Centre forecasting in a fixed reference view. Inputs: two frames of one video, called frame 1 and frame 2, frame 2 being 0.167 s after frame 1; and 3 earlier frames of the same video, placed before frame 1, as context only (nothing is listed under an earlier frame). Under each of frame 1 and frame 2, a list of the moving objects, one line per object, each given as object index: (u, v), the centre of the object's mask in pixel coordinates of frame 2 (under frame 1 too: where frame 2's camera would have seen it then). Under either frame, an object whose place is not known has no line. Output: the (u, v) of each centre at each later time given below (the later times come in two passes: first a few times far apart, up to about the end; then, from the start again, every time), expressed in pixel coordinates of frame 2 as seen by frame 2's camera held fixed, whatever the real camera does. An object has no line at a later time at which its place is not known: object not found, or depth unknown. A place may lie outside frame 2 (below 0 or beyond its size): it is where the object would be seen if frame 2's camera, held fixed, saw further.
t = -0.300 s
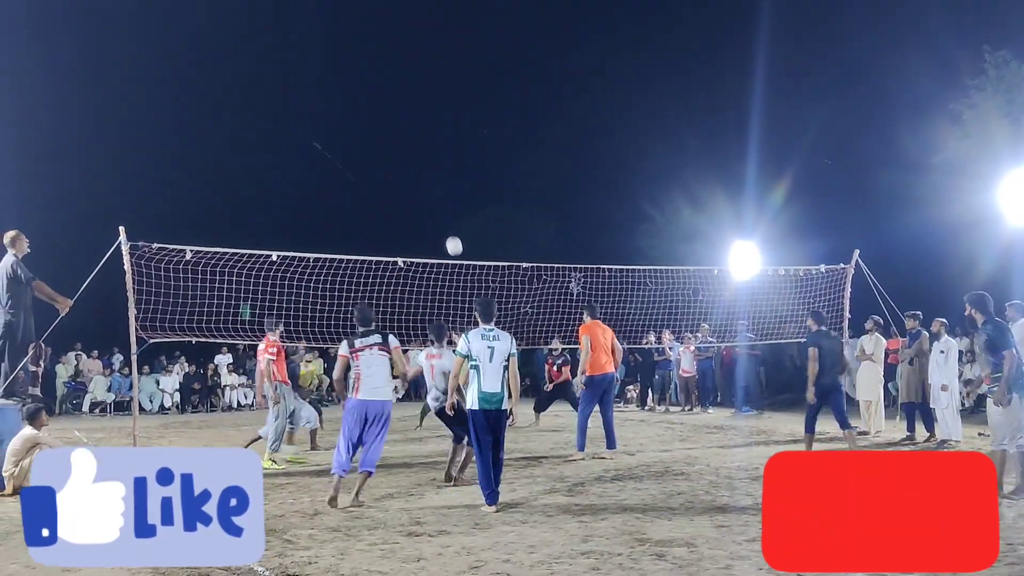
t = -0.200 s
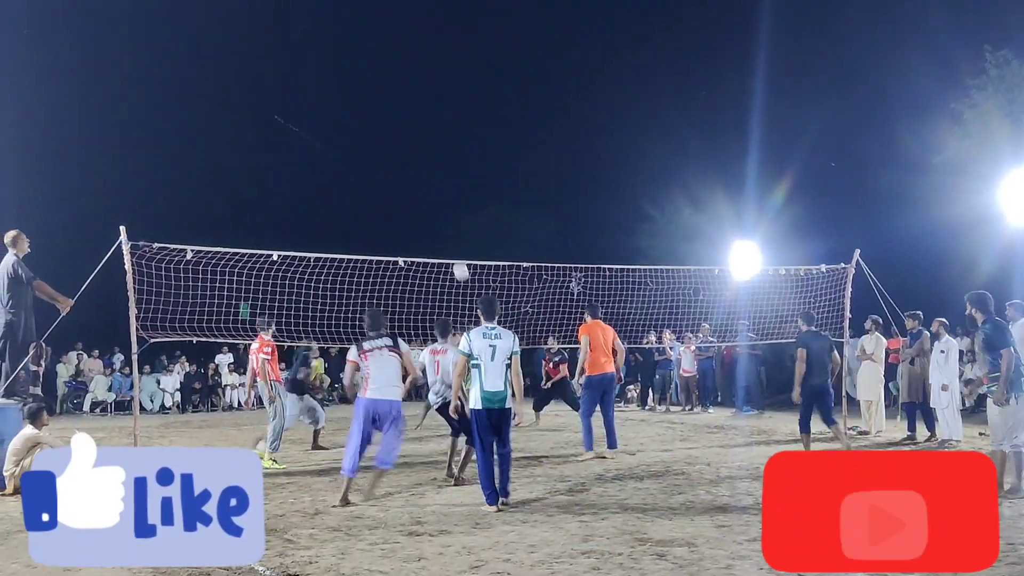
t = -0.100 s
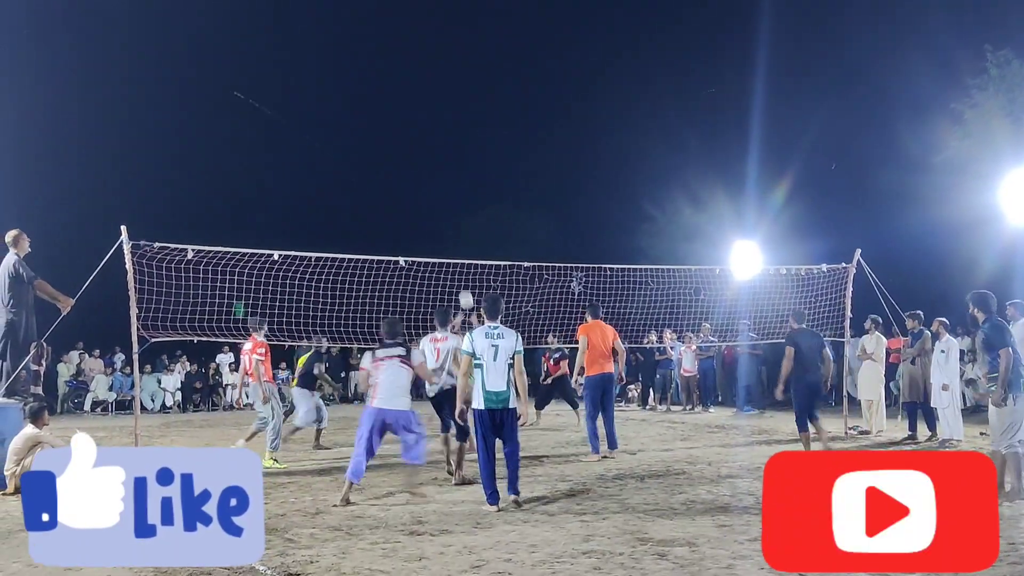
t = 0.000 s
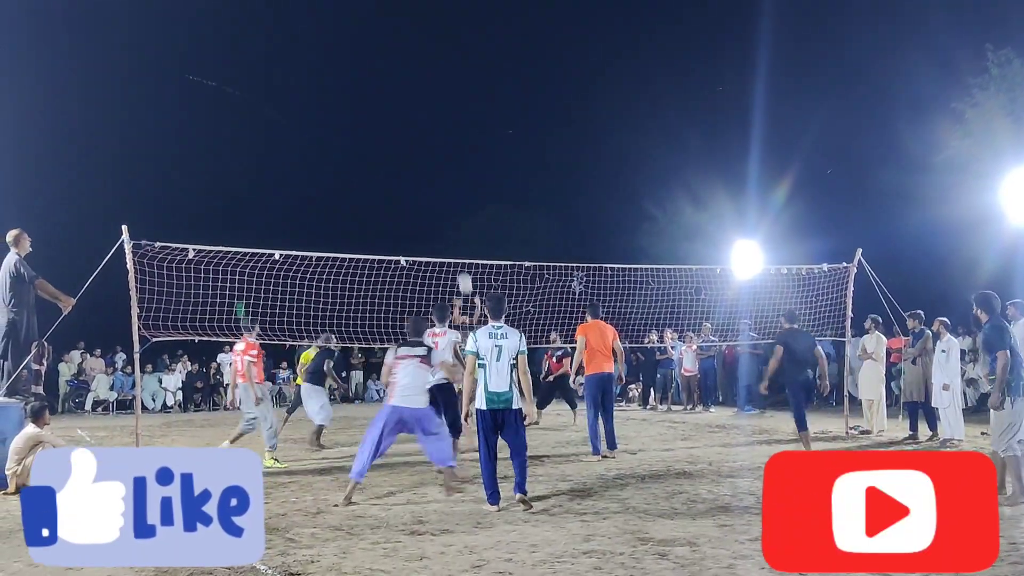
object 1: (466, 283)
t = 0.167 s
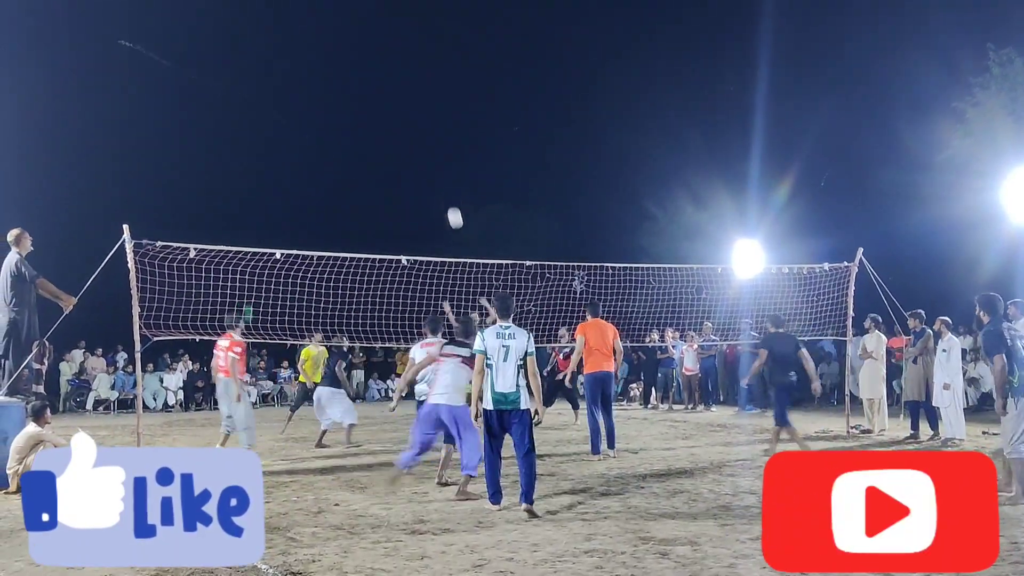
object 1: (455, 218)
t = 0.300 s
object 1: (446, 176)
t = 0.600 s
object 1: (424, 116)
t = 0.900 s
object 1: (401, 110)
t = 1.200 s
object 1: (377, 167)
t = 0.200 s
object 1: (453, 207)
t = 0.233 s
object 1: (451, 196)
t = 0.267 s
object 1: (448, 186)
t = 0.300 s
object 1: (446, 176)
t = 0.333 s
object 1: (444, 167)
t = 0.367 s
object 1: (441, 159)
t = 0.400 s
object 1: (439, 151)
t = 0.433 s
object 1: (437, 143)
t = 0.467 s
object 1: (434, 137)
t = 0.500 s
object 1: (432, 131)
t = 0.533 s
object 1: (430, 125)
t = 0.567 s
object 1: (427, 120)
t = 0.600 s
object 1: (424, 116)
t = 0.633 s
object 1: (422, 113)
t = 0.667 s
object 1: (419, 110)
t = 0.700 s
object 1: (417, 107)
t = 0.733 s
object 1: (414, 106)
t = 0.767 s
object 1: (412, 105)
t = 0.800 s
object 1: (409, 106)
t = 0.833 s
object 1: (407, 106)
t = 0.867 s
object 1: (404, 107)
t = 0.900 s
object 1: (401, 110)
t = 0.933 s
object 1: (398, 113)
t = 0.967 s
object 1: (396, 117)
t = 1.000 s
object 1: (393, 121)
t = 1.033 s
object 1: (390, 127)
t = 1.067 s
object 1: (388, 133)
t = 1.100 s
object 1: (385, 140)
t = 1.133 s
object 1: (382, 148)
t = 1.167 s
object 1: (380, 157)
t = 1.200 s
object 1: (377, 167)
